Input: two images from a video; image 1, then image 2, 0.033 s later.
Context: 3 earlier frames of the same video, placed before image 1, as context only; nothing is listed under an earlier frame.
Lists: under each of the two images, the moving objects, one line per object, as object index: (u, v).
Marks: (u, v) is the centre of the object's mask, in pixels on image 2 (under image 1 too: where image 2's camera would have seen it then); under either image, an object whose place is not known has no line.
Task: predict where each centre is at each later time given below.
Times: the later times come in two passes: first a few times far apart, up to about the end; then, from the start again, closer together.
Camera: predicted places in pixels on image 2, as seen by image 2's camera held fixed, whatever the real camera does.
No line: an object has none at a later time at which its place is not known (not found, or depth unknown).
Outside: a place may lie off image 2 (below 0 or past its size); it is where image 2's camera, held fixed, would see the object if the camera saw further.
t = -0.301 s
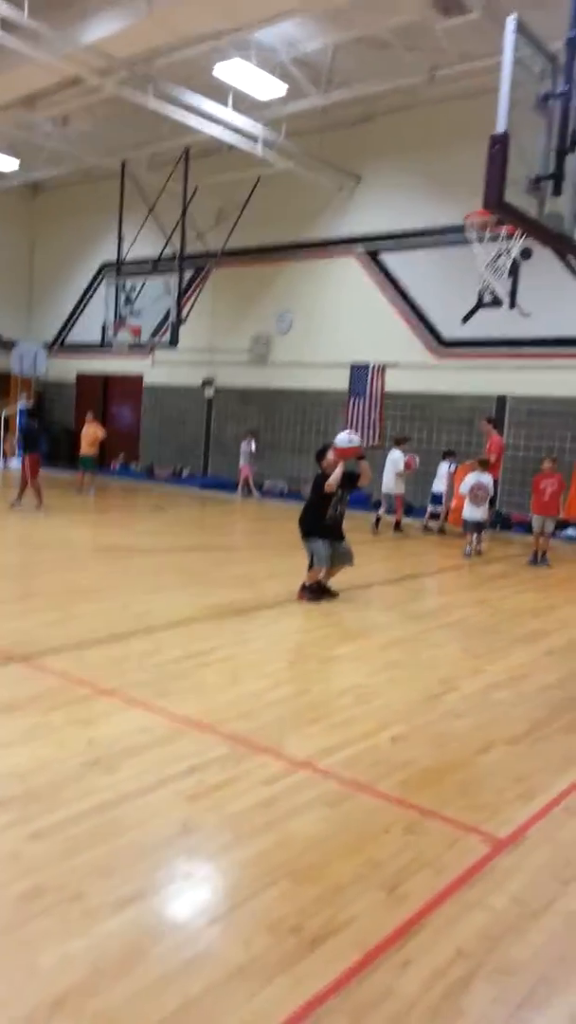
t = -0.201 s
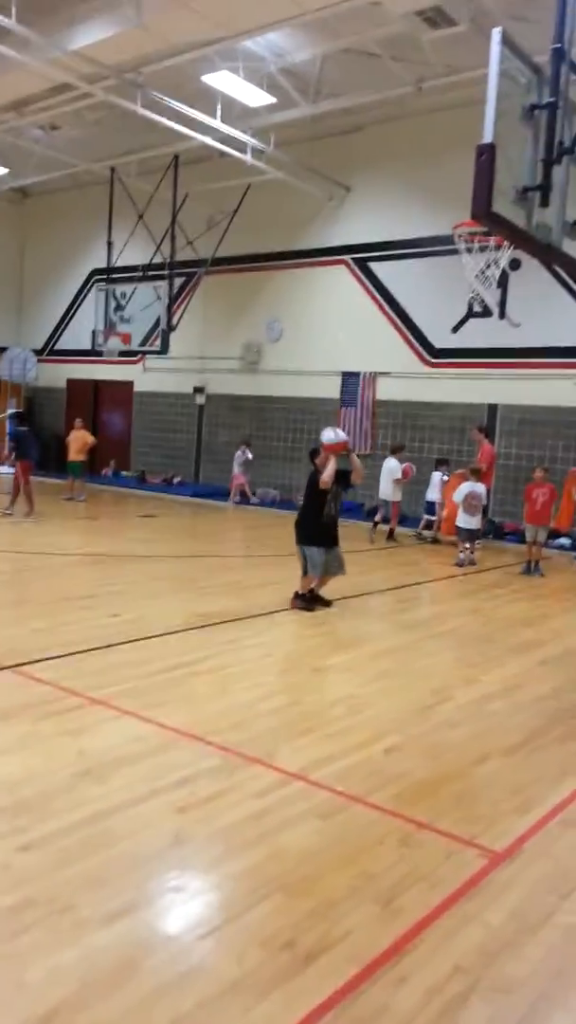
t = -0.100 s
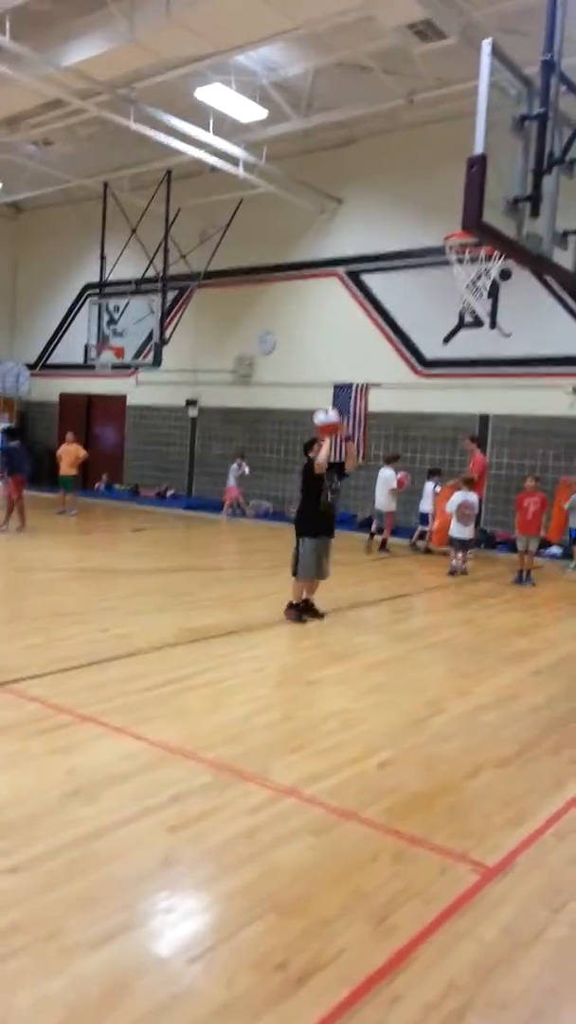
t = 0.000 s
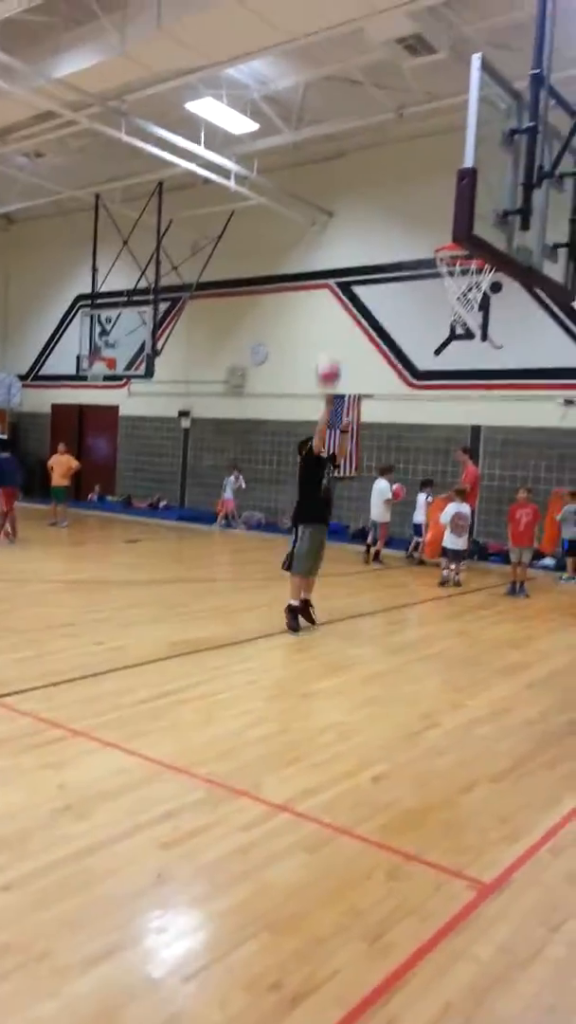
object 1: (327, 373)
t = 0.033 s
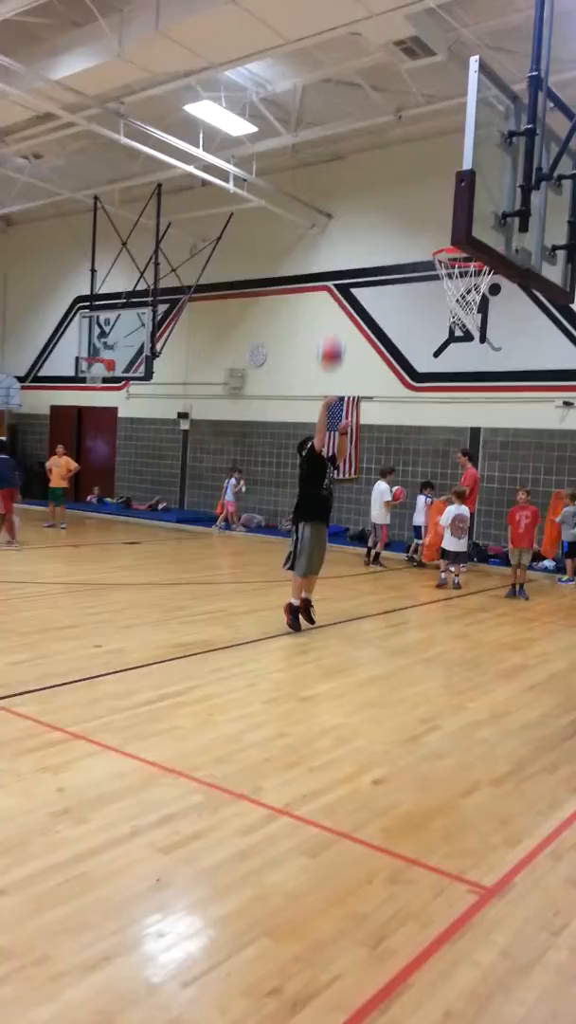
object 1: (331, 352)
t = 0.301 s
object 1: (366, 209)
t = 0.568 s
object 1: (402, 145)
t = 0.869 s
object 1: (434, 210)
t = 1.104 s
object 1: (400, 348)
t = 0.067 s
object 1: (335, 332)
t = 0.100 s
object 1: (340, 308)
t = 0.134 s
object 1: (344, 290)
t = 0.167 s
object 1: (348, 272)
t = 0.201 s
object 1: (353, 254)
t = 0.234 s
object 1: (356, 237)
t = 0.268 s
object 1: (362, 222)
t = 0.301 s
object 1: (366, 209)
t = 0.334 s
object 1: (370, 196)
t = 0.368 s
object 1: (375, 186)
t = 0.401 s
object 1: (381, 176)
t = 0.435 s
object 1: (385, 168)
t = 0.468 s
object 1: (388, 161)
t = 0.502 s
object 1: (392, 154)
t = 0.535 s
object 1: (399, 147)
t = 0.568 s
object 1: (402, 145)
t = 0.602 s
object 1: (407, 144)
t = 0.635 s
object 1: (411, 145)
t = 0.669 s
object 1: (415, 148)
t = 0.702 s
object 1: (416, 153)
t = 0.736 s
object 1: (421, 163)
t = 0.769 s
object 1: (426, 172)
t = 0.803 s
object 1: (429, 183)
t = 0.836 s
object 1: (434, 196)
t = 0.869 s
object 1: (434, 210)
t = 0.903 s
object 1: (433, 225)
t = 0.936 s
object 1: (430, 242)
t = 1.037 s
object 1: (411, 302)
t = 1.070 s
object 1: (405, 322)
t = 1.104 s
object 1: (400, 348)
